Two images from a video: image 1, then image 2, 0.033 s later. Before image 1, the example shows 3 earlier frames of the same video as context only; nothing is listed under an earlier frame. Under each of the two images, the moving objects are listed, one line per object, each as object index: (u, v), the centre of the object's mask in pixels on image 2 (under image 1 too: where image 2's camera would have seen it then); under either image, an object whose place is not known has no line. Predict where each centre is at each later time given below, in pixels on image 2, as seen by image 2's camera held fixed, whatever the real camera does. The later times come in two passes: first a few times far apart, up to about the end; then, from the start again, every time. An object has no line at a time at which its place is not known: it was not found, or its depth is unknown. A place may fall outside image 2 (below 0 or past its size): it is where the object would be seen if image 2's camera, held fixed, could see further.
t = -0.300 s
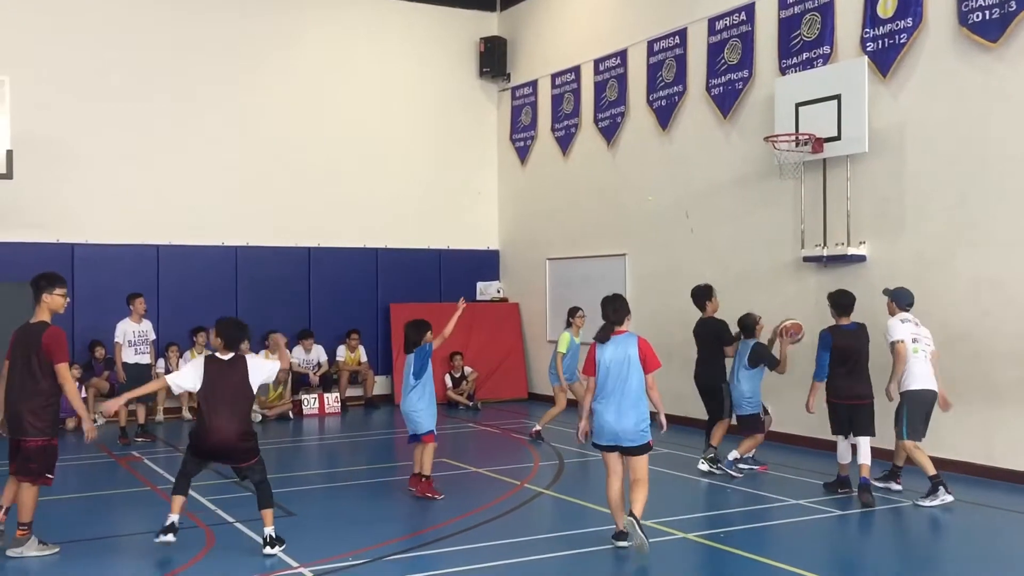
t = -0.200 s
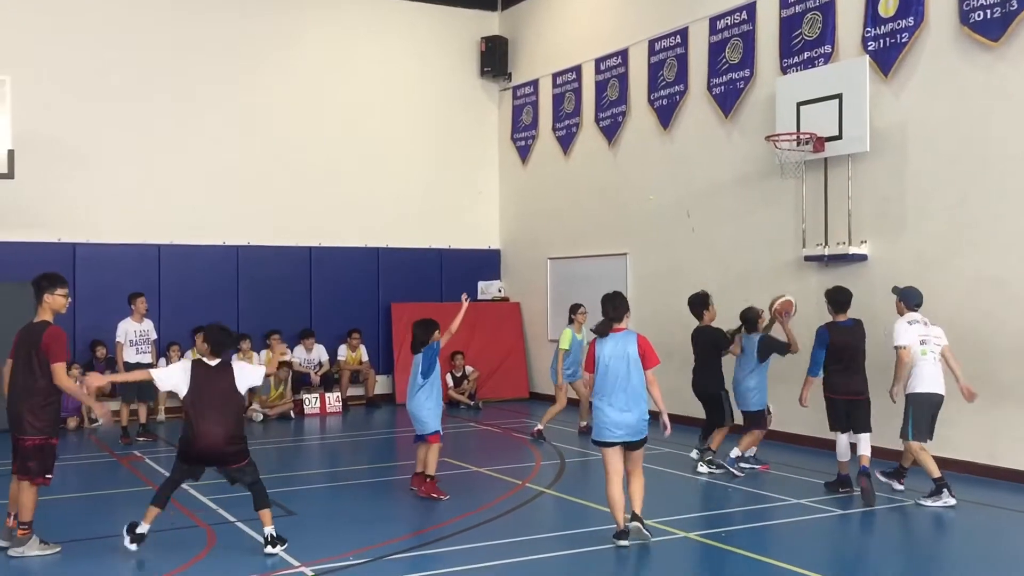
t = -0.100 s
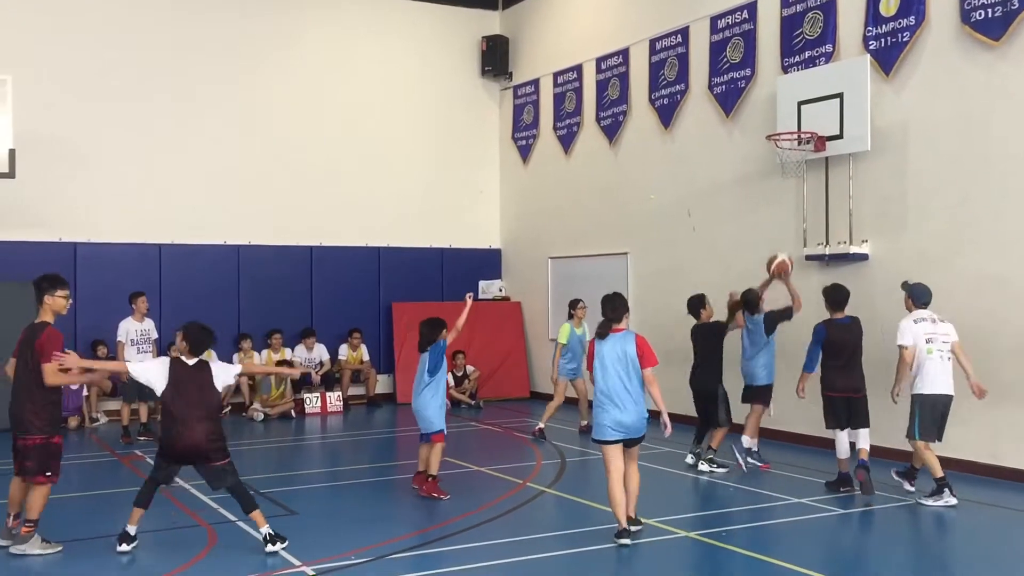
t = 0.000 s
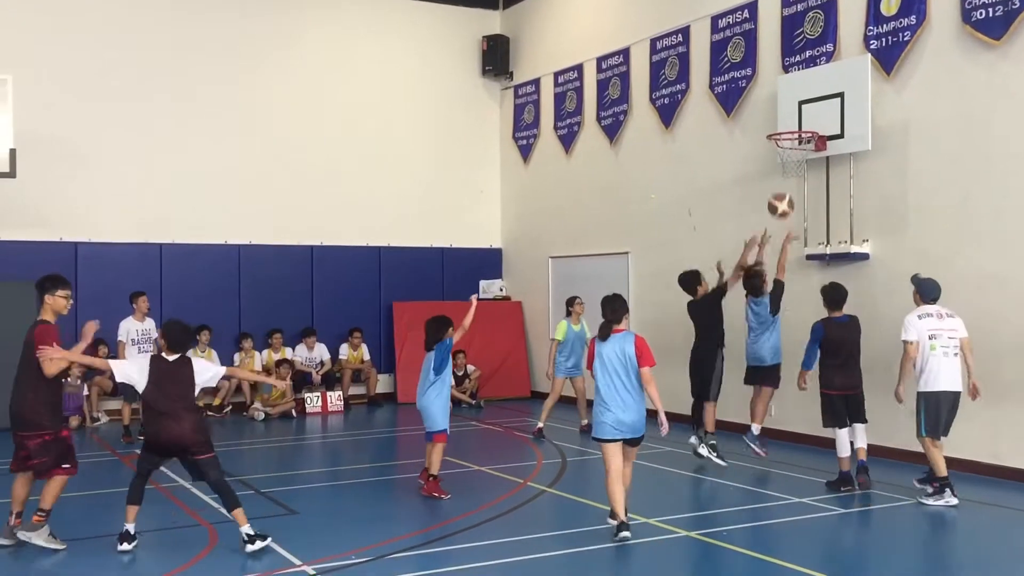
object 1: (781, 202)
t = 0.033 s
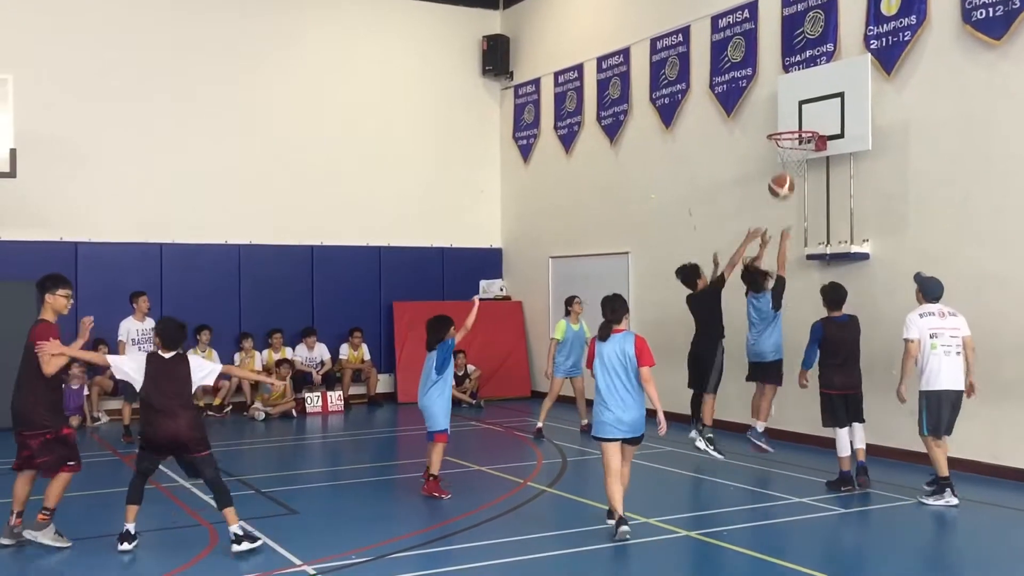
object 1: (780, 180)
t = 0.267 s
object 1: (786, 88)
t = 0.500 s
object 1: (789, 50)
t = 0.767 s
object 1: (794, 74)
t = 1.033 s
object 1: (799, 164)
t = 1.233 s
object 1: (796, 255)
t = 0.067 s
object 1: (780, 166)
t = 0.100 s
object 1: (781, 151)
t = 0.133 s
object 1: (783, 137)
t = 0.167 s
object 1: (783, 124)
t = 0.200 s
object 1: (784, 111)
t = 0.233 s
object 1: (785, 99)
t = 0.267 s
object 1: (786, 88)
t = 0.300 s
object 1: (785, 77)
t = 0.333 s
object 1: (786, 70)
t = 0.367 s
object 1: (787, 65)
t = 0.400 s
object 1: (787, 60)
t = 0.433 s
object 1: (788, 56)
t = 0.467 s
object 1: (788, 52)
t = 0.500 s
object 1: (789, 50)
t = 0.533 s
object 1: (789, 43)
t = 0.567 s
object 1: (790, 47)
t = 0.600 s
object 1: (790, 50)
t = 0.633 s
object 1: (791, 53)
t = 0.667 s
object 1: (791, 57)
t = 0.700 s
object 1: (792, 62)
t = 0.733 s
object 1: (793, 65)
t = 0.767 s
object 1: (794, 74)
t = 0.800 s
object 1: (793, 80)
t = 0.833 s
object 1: (794, 91)
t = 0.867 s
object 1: (795, 102)
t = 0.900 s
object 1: (796, 113)
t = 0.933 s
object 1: (796, 124)
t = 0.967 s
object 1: (799, 141)
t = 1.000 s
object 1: (798, 150)
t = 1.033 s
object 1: (799, 164)
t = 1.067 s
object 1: (795, 178)
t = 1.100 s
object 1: (795, 193)
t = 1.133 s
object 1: (798, 203)
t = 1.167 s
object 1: (797, 220)
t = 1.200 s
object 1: (796, 238)
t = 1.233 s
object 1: (796, 255)
